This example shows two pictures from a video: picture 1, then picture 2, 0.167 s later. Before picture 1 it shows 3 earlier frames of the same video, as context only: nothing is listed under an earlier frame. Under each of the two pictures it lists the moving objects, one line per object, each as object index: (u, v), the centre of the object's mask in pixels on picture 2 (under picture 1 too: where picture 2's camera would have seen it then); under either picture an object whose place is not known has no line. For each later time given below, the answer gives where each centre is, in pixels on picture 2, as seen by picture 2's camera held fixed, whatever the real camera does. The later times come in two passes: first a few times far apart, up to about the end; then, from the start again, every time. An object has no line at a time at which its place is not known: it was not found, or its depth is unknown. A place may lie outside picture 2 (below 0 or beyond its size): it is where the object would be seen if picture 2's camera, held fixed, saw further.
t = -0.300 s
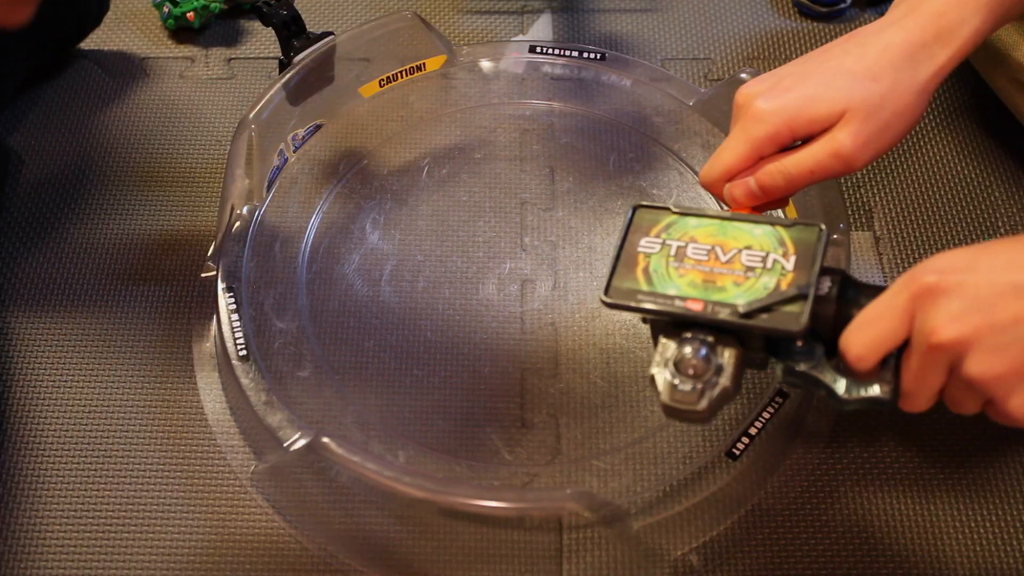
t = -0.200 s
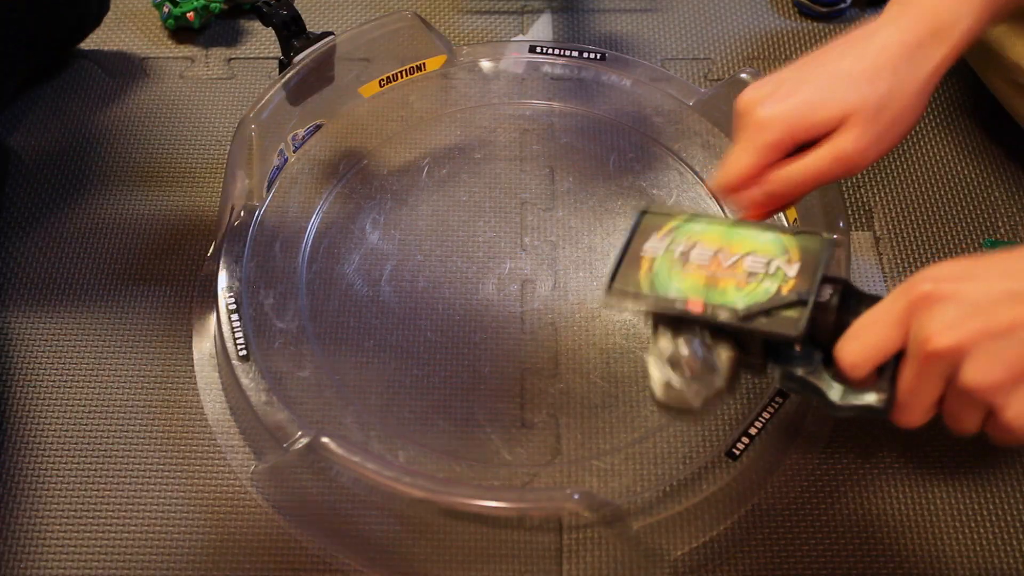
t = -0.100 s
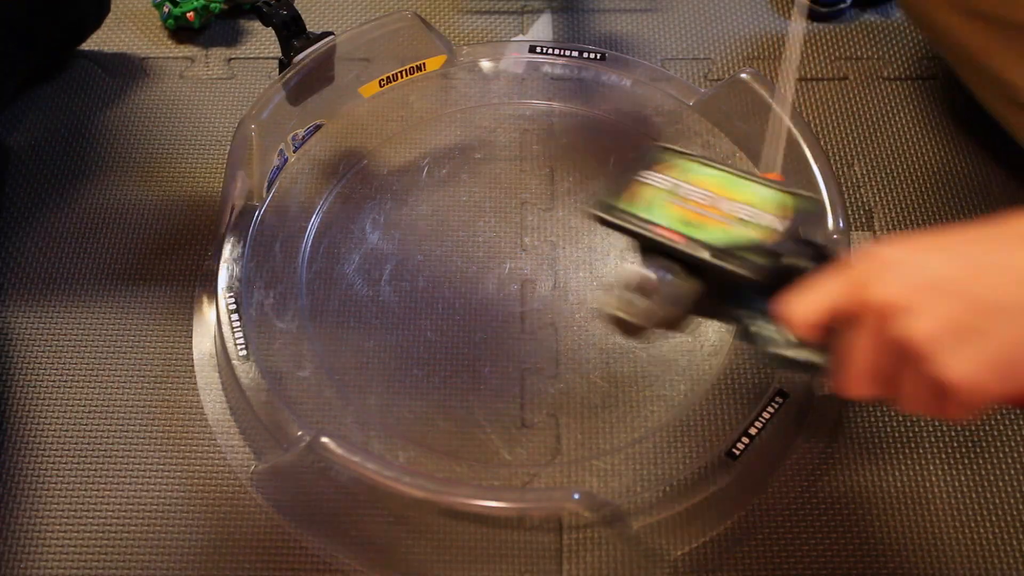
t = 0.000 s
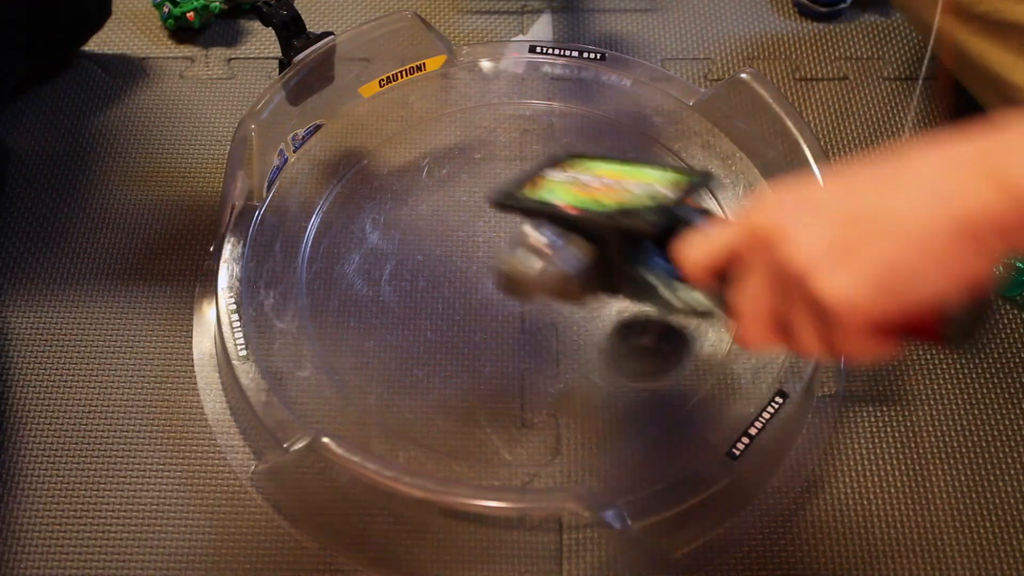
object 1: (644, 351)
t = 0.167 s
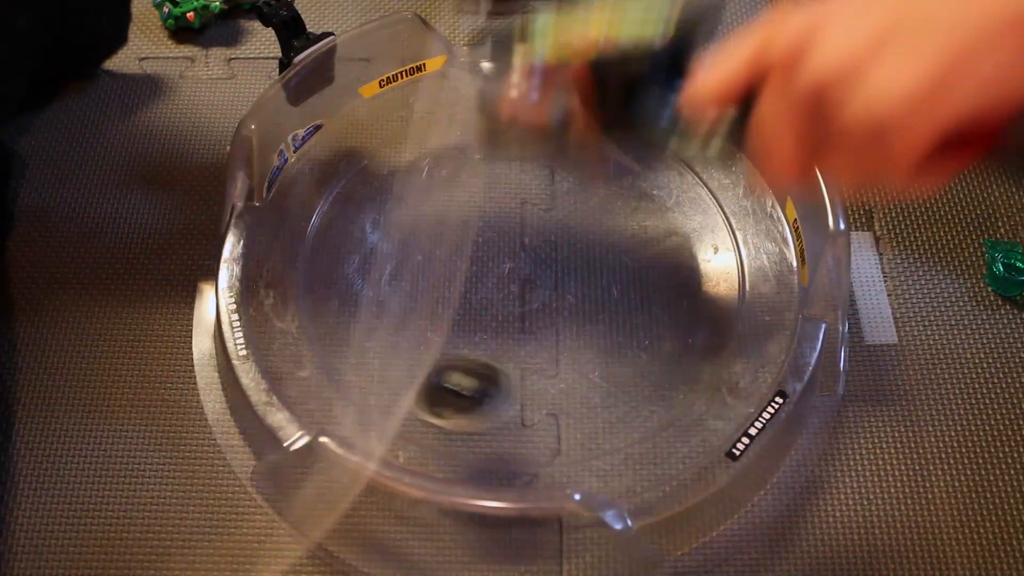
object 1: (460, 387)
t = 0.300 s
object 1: (370, 359)
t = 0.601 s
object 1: (361, 285)
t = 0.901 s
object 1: (457, 285)
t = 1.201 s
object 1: (481, 254)
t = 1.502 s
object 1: (433, 215)
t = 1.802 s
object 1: (422, 205)
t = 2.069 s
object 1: (454, 208)
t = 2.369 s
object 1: (492, 195)
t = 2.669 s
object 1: (532, 184)
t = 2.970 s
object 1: (569, 190)
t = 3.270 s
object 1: (618, 209)
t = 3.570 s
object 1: (635, 233)
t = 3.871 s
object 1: (658, 276)
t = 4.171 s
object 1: (662, 303)
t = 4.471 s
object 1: (732, 330)
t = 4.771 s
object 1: (574, 316)
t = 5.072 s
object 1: (639, 379)
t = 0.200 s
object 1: (431, 382)
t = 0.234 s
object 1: (401, 382)
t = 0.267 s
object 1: (383, 368)
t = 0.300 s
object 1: (370, 359)
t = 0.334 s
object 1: (361, 347)
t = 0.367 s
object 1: (354, 336)
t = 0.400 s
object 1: (351, 324)
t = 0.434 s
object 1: (348, 314)
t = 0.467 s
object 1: (347, 305)
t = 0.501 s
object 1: (348, 298)
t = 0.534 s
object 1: (351, 292)
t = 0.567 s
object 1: (355, 287)
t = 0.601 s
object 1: (361, 285)
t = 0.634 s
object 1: (368, 284)
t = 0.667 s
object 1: (377, 284)
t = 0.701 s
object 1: (387, 284)
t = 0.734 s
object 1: (398, 286)
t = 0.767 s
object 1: (409, 287)
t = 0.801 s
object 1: (422, 287)
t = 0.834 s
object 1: (435, 287)
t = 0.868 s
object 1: (446, 287)
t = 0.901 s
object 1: (457, 285)
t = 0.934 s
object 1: (467, 283)
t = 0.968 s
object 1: (475, 281)
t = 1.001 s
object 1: (481, 277)
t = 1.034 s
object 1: (487, 273)
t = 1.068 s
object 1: (489, 272)
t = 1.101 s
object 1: (491, 264)
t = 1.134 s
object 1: (490, 259)
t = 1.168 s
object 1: (486, 258)
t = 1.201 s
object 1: (481, 254)
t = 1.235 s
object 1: (476, 250)
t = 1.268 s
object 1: (470, 245)
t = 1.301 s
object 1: (464, 240)
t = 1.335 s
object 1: (459, 234)
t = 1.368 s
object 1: (453, 231)
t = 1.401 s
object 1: (448, 227)
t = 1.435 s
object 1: (443, 223)
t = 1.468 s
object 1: (438, 219)
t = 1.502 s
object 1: (433, 215)
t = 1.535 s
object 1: (429, 213)
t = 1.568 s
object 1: (426, 210)
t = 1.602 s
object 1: (423, 209)
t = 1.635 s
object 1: (421, 207)
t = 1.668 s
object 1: (419, 206)
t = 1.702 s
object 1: (419, 205)
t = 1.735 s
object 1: (419, 205)
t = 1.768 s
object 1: (420, 205)
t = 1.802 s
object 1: (422, 205)
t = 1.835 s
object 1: (424, 205)
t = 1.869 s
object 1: (427, 206)
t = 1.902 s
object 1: (430, 207)
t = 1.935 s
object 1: (434, 207)
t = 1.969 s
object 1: (439, 207)
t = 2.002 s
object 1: (443, 208)
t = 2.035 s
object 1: (448, 208)
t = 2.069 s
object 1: (454, 208)
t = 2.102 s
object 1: (459, 208)
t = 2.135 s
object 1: (464, 207)
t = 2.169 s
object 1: (470, 206)
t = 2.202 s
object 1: (475, 204)
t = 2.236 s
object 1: (480, 203)
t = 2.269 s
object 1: (485, 201)
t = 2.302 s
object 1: (489, 199)
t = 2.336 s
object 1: (493, 197)
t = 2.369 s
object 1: (492, 195)
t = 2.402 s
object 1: (497, 193)
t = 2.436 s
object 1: (501, 192)
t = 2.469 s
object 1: (504, 190)
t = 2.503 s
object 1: (509, 189)
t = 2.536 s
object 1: (514, 187)
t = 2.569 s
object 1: (518, 186)
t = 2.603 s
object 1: (523, 185)
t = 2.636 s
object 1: (528, 185)
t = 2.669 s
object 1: (532, 184)
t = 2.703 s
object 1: (537, 183)
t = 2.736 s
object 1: (541, 183)
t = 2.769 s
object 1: (545, 183)
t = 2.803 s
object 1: (548, 183)
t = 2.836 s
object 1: (552, 184)
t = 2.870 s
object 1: (555, 185)
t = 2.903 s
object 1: (563, 186)
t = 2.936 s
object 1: (566, 187)
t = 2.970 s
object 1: (569, 190)
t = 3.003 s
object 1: (571, 191)
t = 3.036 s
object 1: (574, 194)
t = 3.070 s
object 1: (576, 197)
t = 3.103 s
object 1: (578, 199)
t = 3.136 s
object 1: (580, 202)
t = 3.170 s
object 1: (583, 205)
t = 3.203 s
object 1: (596, 206)
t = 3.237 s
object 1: (609, 208)
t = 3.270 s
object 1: (618, 209)
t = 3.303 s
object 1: (625, 210)
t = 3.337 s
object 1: (628, 212)
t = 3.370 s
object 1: (632, 213)
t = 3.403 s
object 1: (636, 216)
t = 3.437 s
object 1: (638, 218)
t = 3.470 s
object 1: (638, 221)
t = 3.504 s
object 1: (638, 225)
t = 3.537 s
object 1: (637, 229)
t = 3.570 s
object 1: (635, 233)
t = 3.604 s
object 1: (632, 238)
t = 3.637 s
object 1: (630, 243)
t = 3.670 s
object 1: (624, 248)
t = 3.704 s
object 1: (621, 254)
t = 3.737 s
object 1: (629, 258)
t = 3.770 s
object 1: (646, 265)
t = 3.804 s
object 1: (655, 271)
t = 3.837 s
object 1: (657, 274)
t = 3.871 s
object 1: (658, 276)
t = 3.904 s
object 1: (656, 278)
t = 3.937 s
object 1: (653, 280)
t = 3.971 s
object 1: (646, 280)
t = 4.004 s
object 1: (639, 281)
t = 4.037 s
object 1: (630, 283)
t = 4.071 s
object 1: (620, 283)
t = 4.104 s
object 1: (610, 282)
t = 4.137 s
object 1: (613, 289)
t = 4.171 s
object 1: (662, 303)
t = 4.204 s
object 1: (698, 313)
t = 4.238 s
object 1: (720, 317)
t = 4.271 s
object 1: (734, 319)
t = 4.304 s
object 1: (742, 325)
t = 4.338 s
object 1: (745, 326)
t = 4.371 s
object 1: (747, 328)
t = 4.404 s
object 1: (744, 329)
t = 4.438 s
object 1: (740, 330)
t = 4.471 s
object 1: (732, 330)
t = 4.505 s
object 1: (722, 331)
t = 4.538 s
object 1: (709, 332)
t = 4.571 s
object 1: (694, 333)
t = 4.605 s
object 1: (679, 333)
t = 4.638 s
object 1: (661, 331)
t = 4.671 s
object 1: (640, 328)
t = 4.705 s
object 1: (619, 325)
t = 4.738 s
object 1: (597, 319)
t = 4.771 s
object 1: (574, 316)
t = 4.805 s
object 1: (583, 322)
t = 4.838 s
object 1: (611, 339)
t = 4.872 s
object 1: (630, 350)
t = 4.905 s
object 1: (643, 359)
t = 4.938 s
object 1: (651, 368)
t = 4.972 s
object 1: (653, 373)
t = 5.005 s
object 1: (652, 376)
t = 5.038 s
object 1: (646, 378)
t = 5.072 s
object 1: (639, 379)
